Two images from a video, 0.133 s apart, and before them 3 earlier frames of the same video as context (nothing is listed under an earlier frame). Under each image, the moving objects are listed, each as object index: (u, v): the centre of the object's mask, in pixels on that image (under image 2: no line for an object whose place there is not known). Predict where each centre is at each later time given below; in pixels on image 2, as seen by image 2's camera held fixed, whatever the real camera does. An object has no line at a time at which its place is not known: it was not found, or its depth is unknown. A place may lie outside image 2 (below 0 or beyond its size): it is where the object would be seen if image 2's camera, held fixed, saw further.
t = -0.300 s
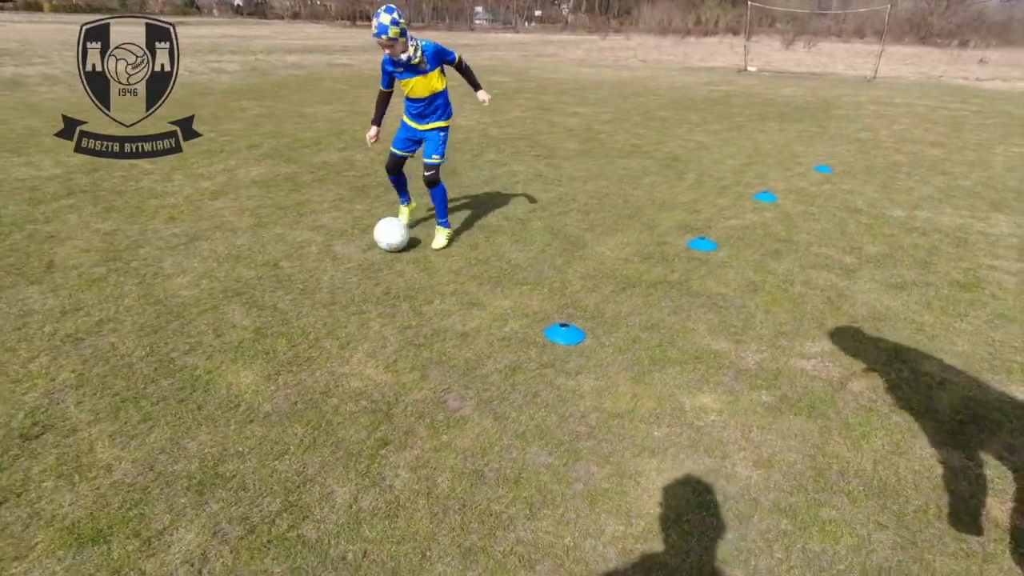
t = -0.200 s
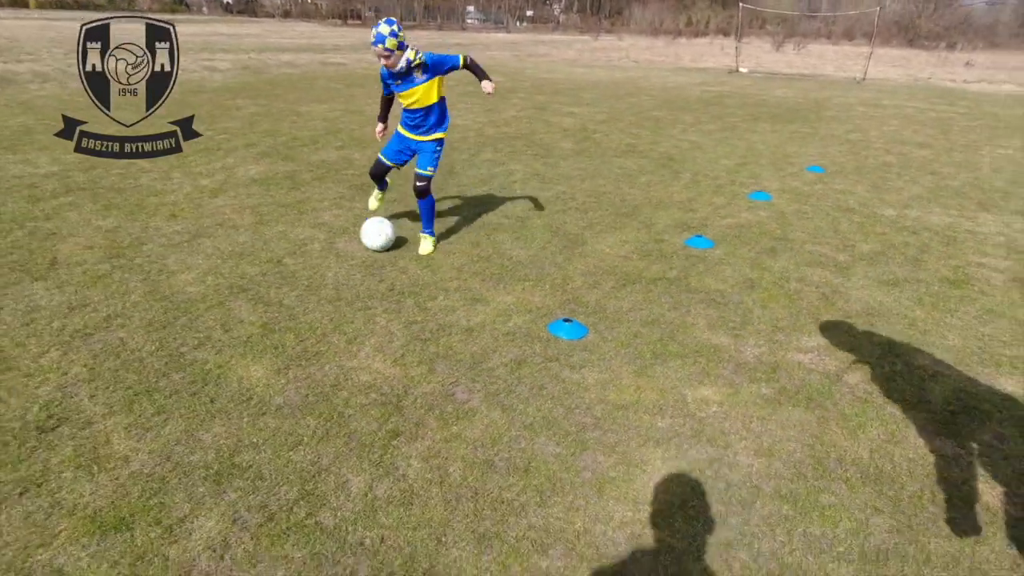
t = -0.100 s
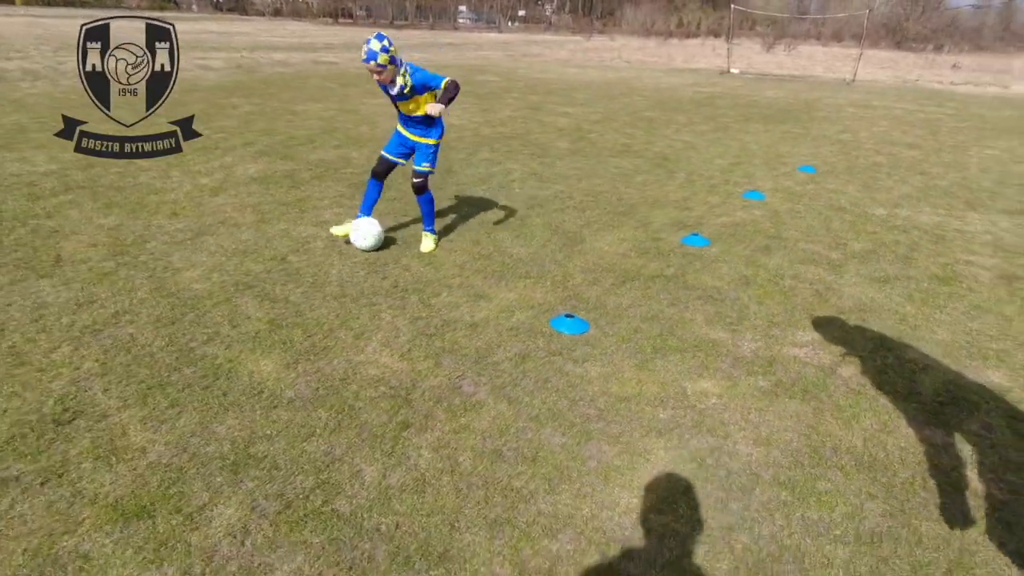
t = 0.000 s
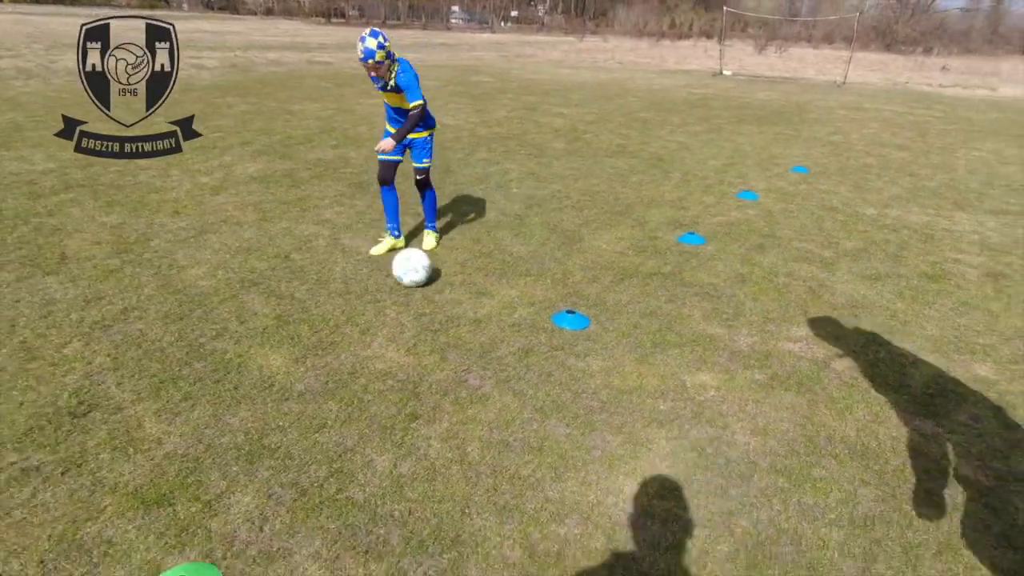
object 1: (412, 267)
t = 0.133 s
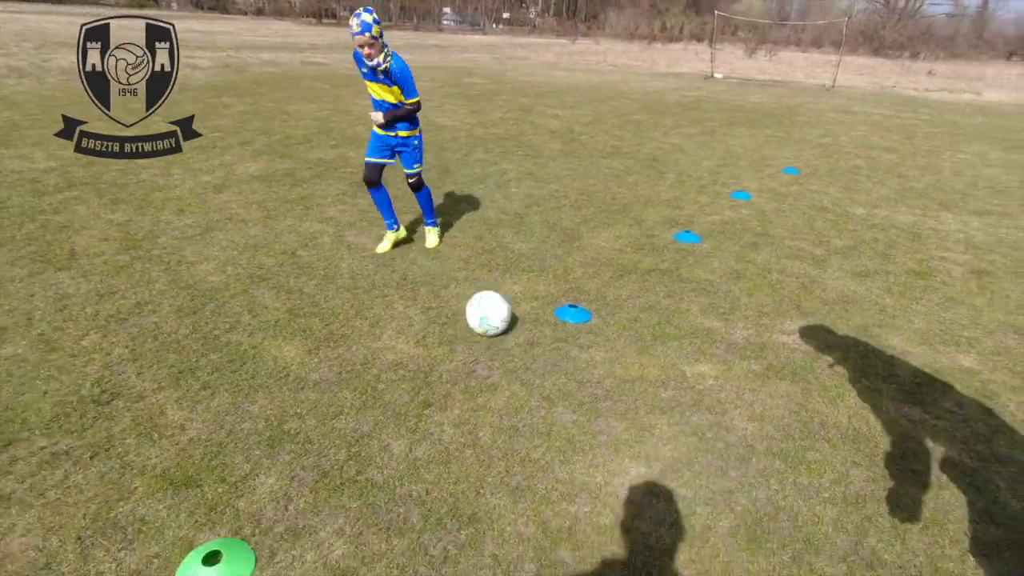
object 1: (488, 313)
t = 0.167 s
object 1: (508, 326)
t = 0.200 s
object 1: (528, 339)
